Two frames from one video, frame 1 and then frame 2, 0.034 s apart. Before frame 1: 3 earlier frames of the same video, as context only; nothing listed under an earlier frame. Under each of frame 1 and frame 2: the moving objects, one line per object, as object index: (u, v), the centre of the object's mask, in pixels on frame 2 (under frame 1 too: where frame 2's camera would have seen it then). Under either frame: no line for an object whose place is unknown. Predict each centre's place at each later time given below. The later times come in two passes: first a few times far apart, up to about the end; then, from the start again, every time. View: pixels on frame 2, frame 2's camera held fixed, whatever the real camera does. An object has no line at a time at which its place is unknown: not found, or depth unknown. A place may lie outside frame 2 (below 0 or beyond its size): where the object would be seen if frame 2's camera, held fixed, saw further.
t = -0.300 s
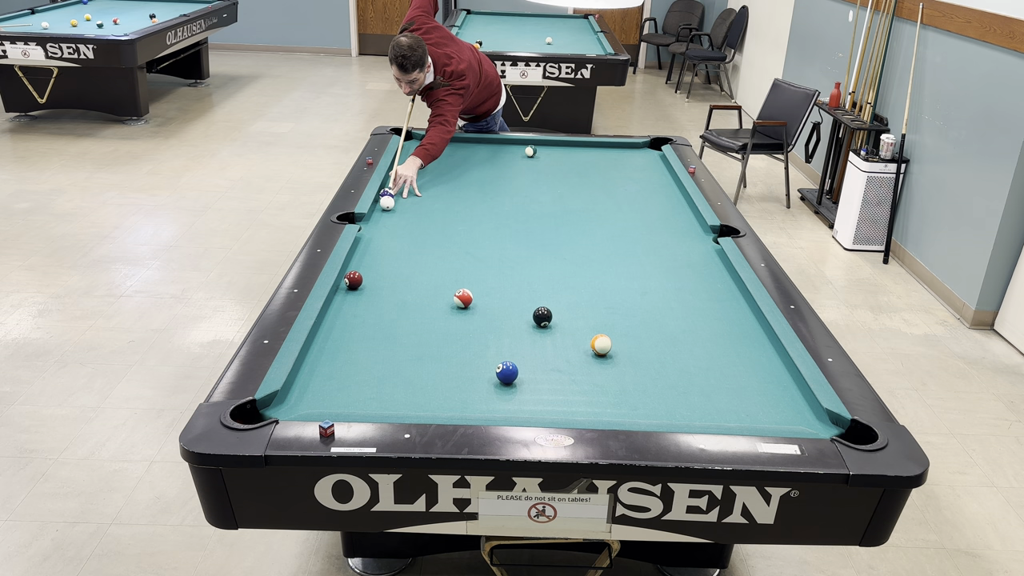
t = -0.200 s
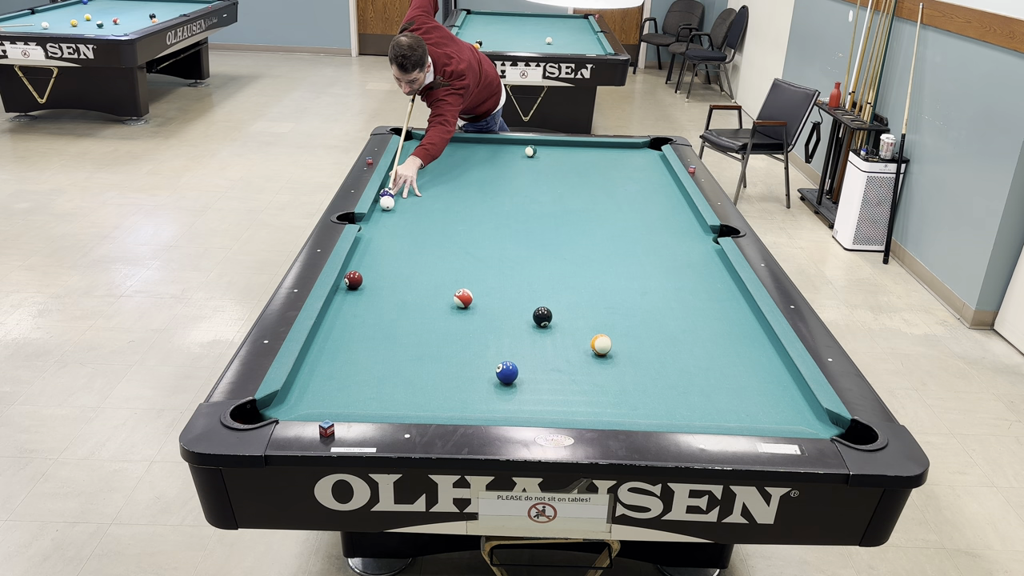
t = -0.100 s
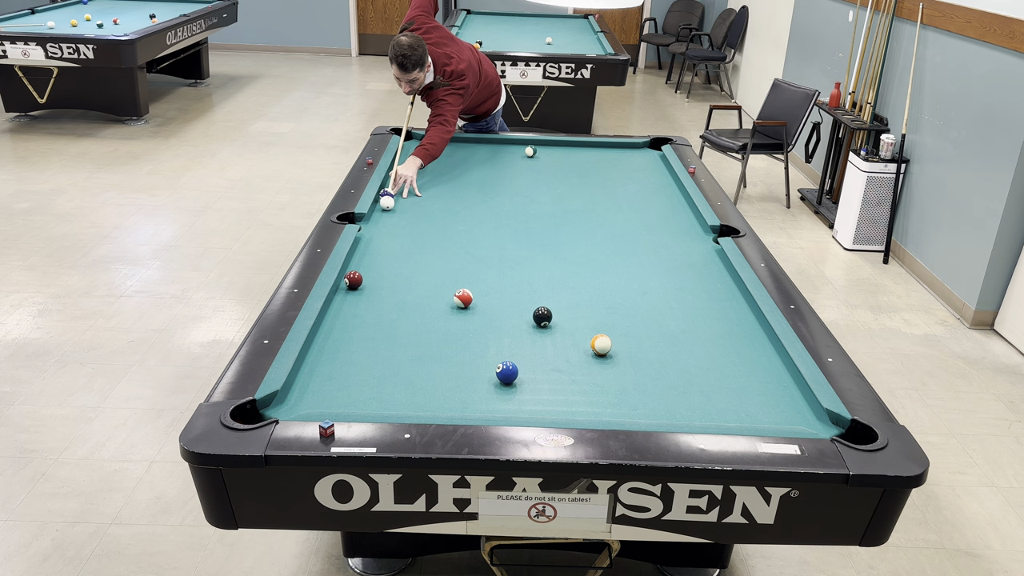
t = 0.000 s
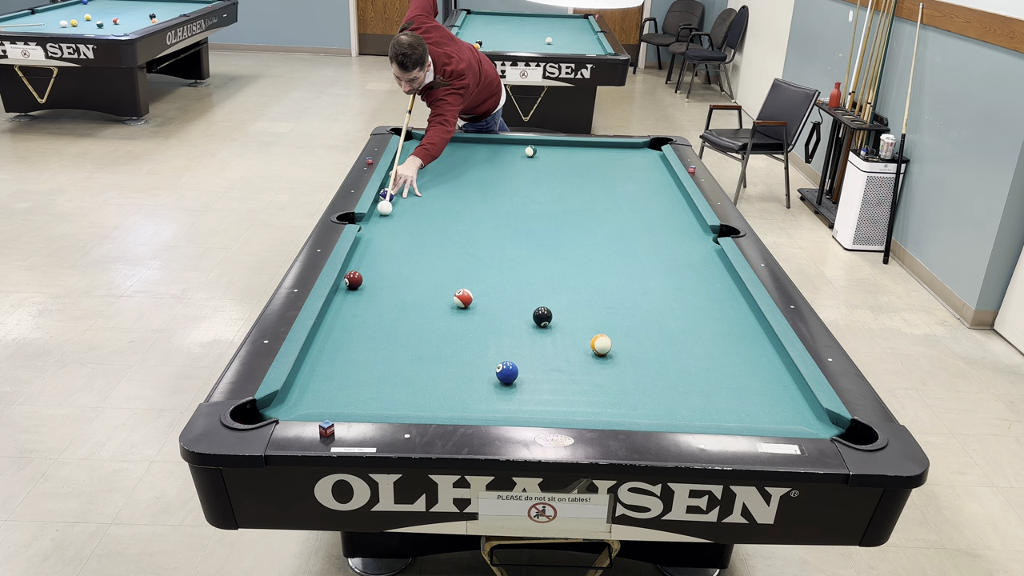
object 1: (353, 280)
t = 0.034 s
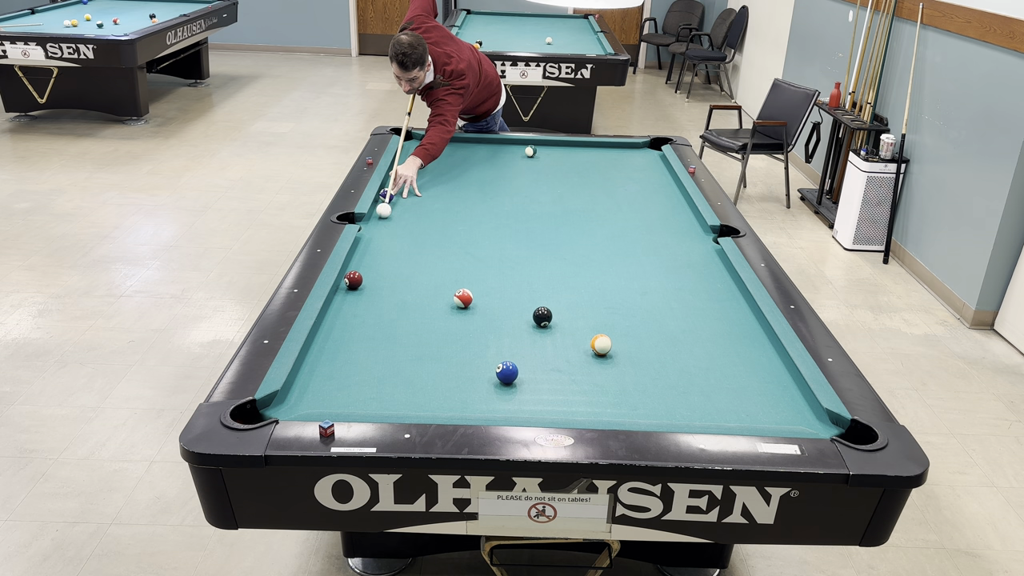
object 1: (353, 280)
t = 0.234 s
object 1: (353, 280)
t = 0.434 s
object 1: (353, 280)
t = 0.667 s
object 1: (353, 280)
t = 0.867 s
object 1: (346, 291)
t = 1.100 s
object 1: (335, 307)
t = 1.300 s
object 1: (326, 322)
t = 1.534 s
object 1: (318, 339)
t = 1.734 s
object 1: (313, 353)
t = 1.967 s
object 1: (308, 371)
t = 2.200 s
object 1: (302, 389)
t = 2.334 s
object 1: (299, 399)
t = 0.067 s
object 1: (353, 280)
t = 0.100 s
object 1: (353, 280)
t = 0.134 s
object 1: (353, 280)
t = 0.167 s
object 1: (353, 280)
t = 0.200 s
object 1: (353, 280)
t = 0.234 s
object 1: (353, 280)
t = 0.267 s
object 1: (353, 280)
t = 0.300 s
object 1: (353, 280)
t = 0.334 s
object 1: (353, 280)
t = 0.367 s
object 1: (353, 280)
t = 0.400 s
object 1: (353, 280)
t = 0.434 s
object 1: (353, 280)
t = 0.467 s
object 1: (353, 280)
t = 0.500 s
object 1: (353, 280)
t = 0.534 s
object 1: (353, 280)
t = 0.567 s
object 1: (353, 280)
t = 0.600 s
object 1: (353, 280)
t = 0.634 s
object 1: (353, 280)
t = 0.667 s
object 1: (353, 280)
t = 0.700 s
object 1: (353, 280)
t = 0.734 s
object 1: (352, 280)
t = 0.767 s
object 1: (351, 284)
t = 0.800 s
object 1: (349, 286)
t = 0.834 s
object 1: (347, 289)
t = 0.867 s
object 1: (346, 291)
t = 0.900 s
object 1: (344, 293)
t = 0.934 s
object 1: (343, 296)
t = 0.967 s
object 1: (341, 298)
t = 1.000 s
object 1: (340, 300)
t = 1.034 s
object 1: (338, 303)
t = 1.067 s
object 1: (337, 305)
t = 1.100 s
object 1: (335, 307)
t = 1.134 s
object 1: (334, 310)
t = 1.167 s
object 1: (332, 312)
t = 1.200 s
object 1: (331, 314)
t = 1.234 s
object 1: (329, 317)
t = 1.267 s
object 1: (328, 319)
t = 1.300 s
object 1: (326, 322)
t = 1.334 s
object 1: (325, 324)
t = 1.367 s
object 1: (323, 327)
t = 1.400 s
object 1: (322, 329)
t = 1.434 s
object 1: (321, 331)
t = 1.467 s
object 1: (320, 334)
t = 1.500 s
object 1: (319, 336)
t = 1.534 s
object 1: (318, 339)
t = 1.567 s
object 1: (317, 341)
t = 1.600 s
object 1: (316, 344)
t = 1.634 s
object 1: (316, 346)
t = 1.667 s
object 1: (315, 348)
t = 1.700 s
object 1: (314, 351)
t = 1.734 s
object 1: (313, 353)
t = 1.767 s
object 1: (313, 356)
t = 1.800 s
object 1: (312, 358)
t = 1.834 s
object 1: (311, 361)
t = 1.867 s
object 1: (310, 363)
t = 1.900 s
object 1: (309, 366)
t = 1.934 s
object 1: (308, 368)
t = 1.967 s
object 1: (308, 371)
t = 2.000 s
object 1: (307, 374)
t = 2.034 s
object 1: (306, 376)
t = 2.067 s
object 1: (305, 379)
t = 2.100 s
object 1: (305, 381)
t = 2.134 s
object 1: (304, 384)
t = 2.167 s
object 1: (303, 386)
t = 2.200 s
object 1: (302, 389)
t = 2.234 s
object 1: (302, 392)
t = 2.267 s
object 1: (301, 394)
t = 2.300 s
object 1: (300, 397)
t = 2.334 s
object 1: (299, 399)
